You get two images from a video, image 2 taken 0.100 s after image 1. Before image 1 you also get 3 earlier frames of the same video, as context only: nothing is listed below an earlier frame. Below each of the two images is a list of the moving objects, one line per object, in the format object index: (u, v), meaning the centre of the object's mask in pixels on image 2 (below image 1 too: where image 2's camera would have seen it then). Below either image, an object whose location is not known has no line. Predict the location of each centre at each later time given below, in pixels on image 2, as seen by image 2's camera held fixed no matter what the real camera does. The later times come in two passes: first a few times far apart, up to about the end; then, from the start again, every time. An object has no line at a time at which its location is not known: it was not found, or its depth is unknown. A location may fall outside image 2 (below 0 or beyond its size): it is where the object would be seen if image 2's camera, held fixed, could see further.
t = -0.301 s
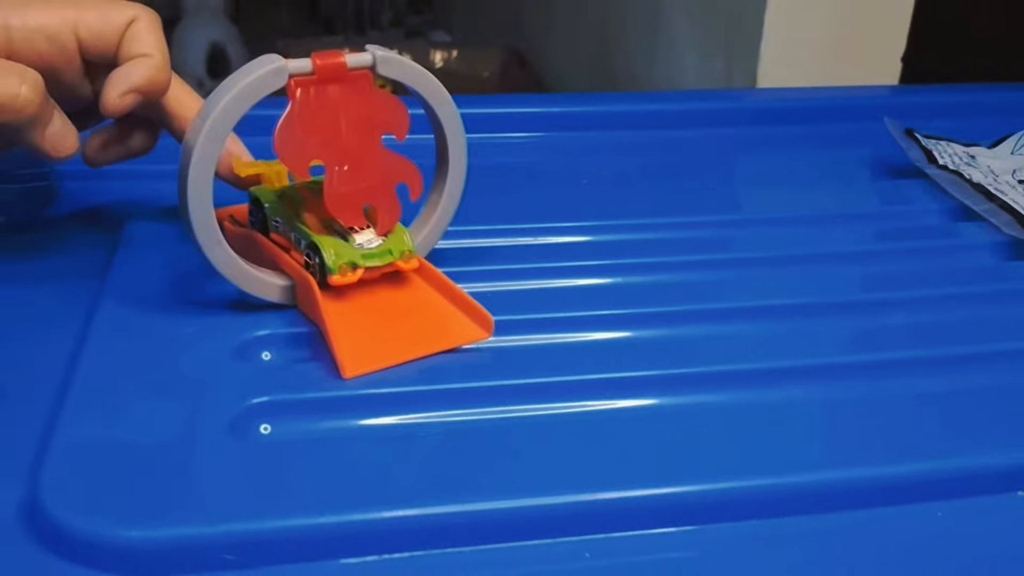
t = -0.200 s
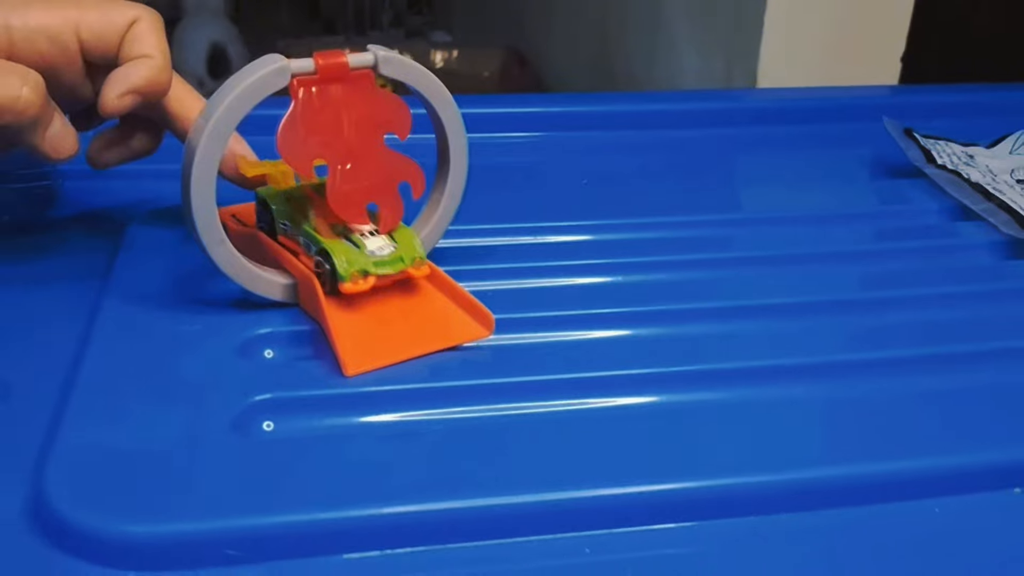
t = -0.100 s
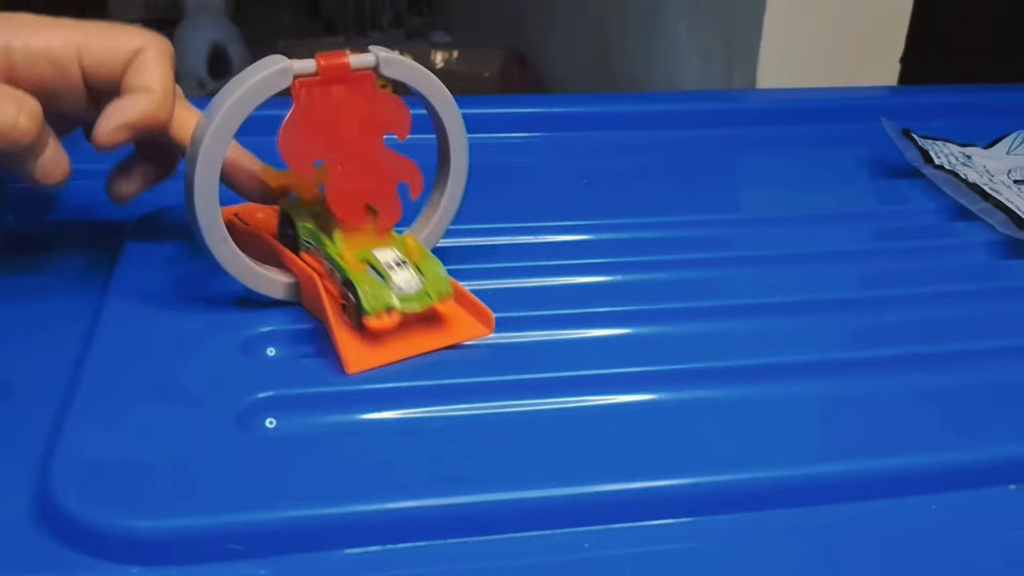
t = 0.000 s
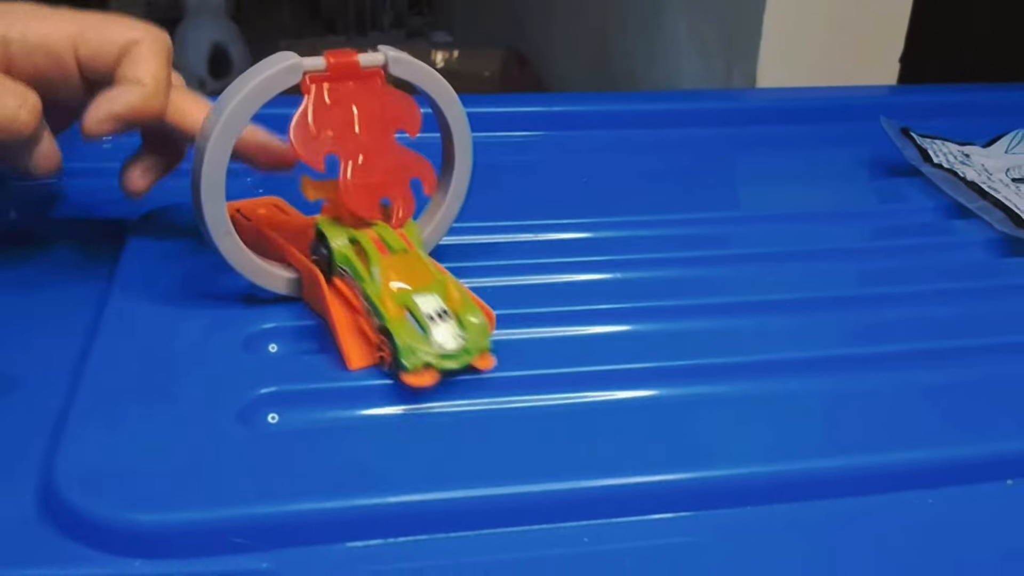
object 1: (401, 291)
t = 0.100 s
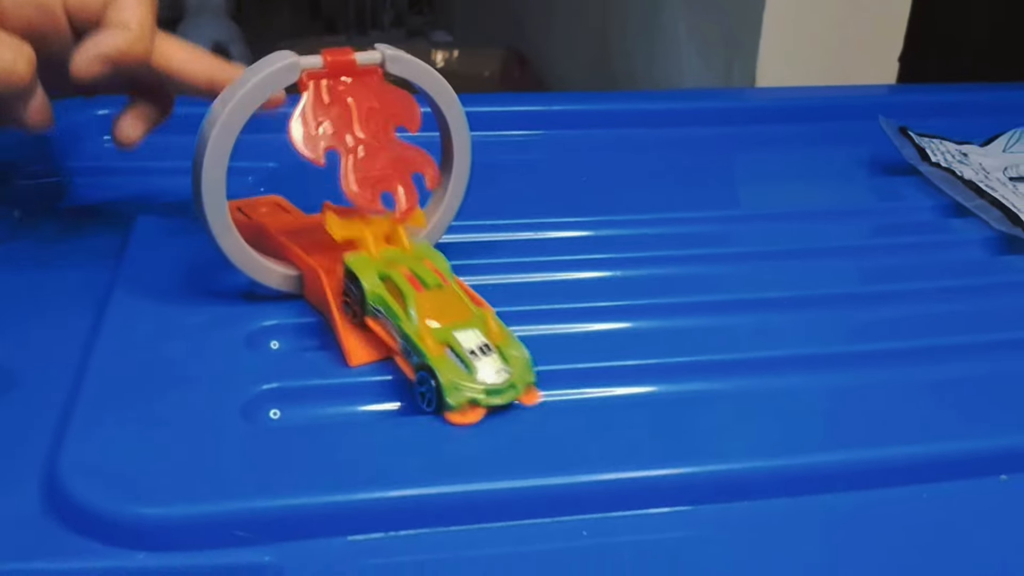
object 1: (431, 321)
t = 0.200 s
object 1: (458, 338)
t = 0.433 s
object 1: (502, 387)
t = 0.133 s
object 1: (442, 326)
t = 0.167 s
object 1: (450, 332)
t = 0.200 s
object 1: (458, 338)
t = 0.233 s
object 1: (464, 343)
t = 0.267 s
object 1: (470, 350)
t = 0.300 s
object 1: (478, 359)
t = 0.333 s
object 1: (485, 365)
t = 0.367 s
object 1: (493, 373)
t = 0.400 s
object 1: (498, 380)
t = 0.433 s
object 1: (502, 387)
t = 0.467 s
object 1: (511, 400)
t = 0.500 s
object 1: (514, 401)
